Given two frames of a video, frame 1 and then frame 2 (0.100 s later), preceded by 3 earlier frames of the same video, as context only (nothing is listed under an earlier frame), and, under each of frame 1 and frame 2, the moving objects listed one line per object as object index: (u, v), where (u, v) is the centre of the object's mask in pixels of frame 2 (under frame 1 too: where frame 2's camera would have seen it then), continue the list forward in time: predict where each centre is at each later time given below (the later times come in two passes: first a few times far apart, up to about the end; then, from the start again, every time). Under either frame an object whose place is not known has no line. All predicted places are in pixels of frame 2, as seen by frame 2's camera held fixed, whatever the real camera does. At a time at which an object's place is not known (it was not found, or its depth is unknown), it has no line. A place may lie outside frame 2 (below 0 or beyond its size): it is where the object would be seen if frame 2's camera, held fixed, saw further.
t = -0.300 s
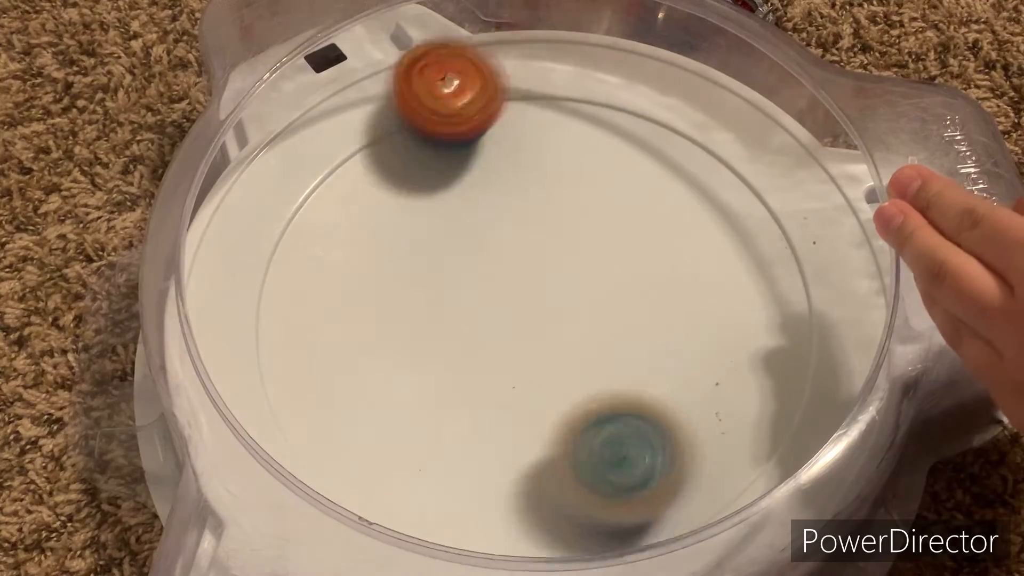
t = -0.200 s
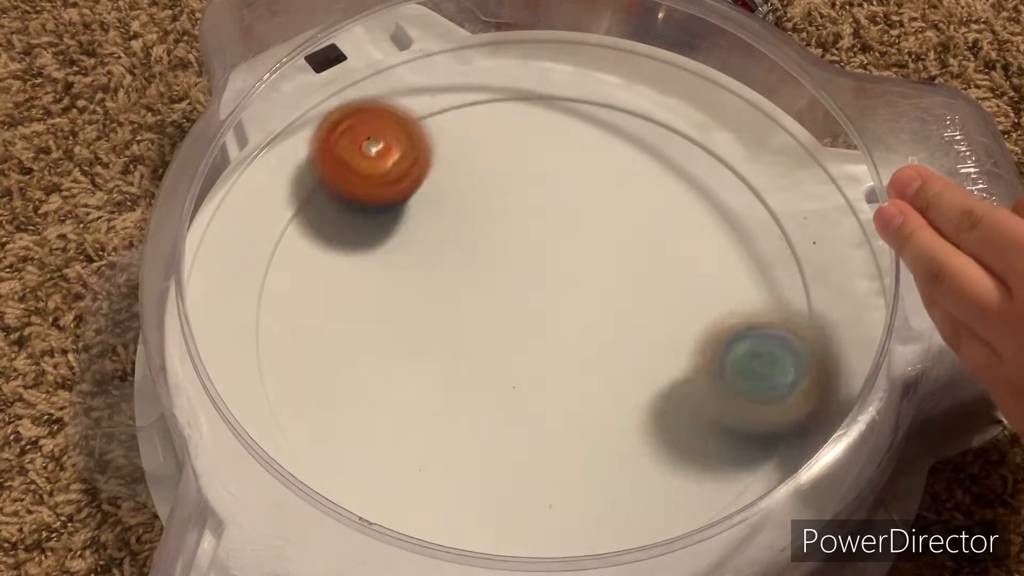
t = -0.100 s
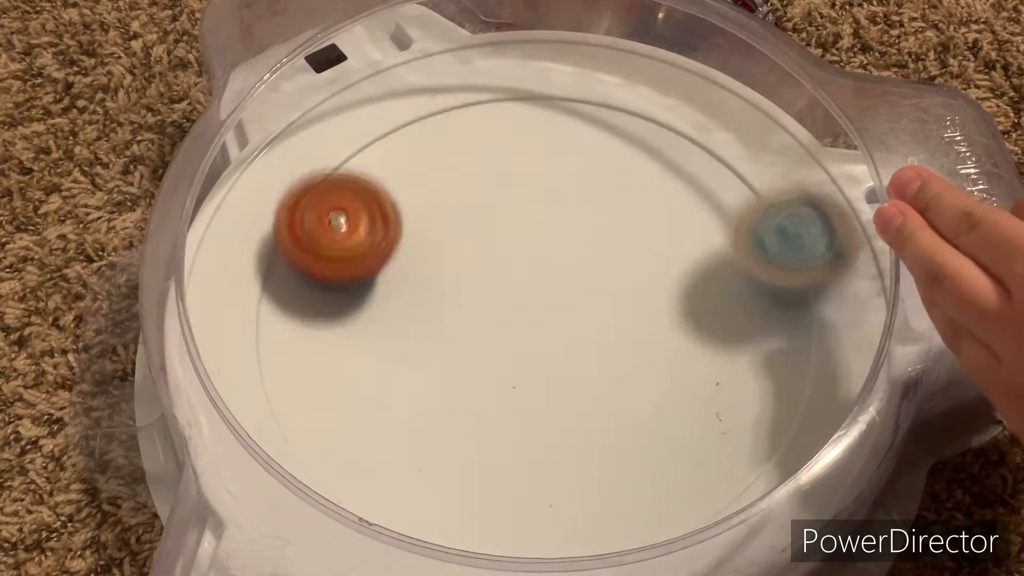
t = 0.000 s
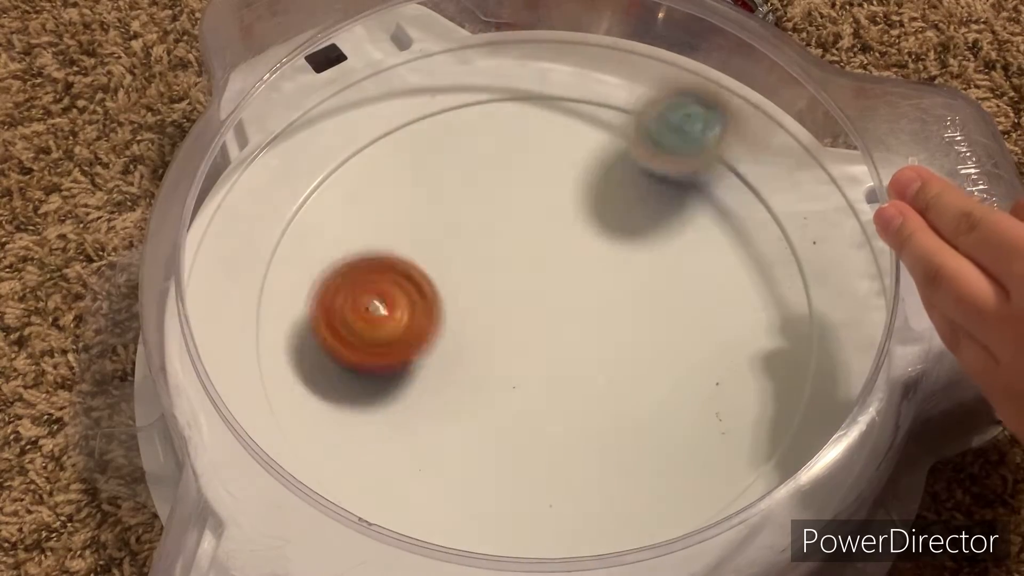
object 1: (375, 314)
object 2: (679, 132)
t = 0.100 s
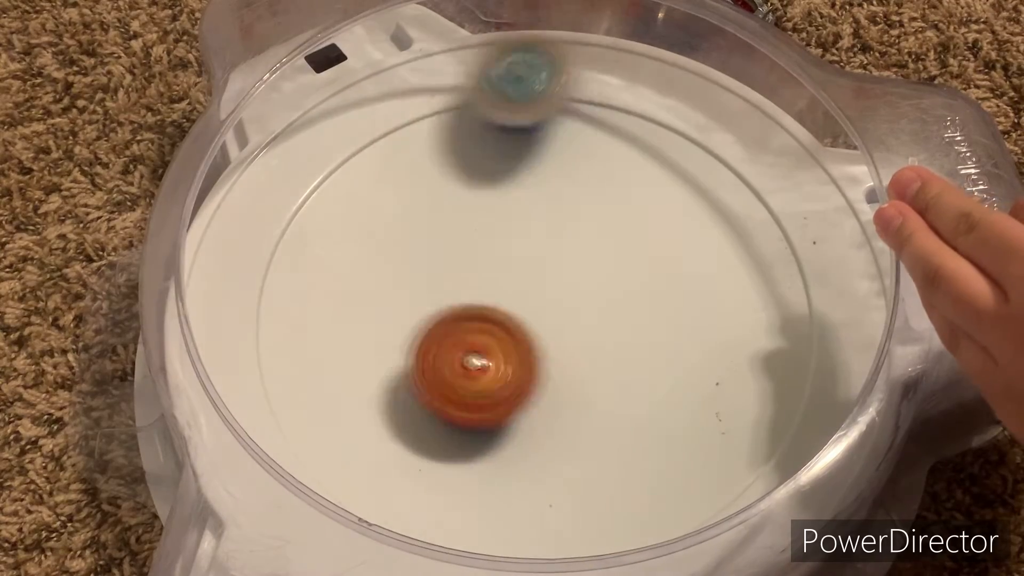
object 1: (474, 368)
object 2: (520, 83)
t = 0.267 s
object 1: (661, 326)
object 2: (278, 204)
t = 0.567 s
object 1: (642, 99)
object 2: (743, 450)
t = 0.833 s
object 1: (432, 179)
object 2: (485, 76)
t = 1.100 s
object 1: (539, 421)
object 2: (425, 502)
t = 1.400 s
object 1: (764, 198)
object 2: (821, 310)
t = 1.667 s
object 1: (520, 130)
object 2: (478, 241)
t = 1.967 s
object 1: (420, 354)
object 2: (265, 438)
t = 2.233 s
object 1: (675, 435)
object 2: (484, 538)
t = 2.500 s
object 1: (747, 239)
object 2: (659, 321)
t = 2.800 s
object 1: (536, 111)
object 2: (374, 150)
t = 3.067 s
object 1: (485, 239)
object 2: (243, 377)
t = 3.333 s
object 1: (635, 283)
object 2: (539, 501)
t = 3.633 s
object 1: (625, 88)
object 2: (656, 408)
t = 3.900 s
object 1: (449, 167)
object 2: (575, 309)
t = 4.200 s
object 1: (309, 246)
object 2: (602, 405)
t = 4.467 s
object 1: (421, 385)
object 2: (567, 350)
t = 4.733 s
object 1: (509, 387)
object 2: (593, 232)
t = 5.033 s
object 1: (569, 294)
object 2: (454, 210)
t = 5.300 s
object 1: (596, 267)
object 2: (423, 272)
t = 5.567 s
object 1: (636, 219)
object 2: (477, 352)
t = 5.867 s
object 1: (632, 170)
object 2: (566, 341)
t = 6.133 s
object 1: (588, 154)
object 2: (577, 375)
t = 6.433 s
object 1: (527, 263)
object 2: (559, 397)
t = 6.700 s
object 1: (536, 291)
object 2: (535, 482)
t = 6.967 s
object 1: (603, 209)
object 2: (467, 480)
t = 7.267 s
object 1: (530, 110)
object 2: (455, 360)
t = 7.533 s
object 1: (465, 145)
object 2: (507, 301)
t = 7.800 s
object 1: (447, 193)
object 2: (575, 377)
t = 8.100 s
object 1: (488, 284)
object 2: (643, 336)
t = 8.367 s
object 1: (491, 315)
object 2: (644, 386)
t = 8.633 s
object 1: (465, 302)
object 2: (590, 399)
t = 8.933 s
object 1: (445, 269)
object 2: (531, 366)
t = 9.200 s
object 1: (450, 194)
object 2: (518, 365)
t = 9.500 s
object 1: (474, 156)
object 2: (531, 331)
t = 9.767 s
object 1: (540, 182)
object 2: (541, 300)
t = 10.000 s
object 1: (605, 194)
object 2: (531, 366)
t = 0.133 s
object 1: (513, 373)
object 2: (462, 82)
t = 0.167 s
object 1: (555, 370)
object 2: (406, 92)
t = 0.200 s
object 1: (594, 361)
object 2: (358, 121)
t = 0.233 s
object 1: (631, 346)
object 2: (316, 162)
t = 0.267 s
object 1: (661, 326)
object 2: (278, 204)
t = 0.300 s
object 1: (687, 300)
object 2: (249, 262)
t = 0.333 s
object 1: (706, 270)
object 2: (251, 320)
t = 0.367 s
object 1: (717, 240)
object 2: (269, 373)
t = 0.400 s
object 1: (719, 212)
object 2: (312, 433)
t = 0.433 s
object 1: (715, 182)
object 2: (379, 482)
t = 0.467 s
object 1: (704, 156)
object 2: (465, 511)
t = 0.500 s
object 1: (688, 131)
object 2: (561, 516)
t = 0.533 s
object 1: (667, 113)
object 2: (663, 493)
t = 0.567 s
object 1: (642, 99)
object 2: (743, 450)
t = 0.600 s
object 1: (614, 89)
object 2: (786, 392)
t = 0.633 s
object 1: (585, 86)
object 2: (809, 308)
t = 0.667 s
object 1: (554, 87)
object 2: (797, 246)
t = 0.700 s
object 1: (524, 95)
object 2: (765, 176)
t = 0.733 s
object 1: (496, 107)
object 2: (709, 127)
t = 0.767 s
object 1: (471, 128)
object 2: (640, 92)
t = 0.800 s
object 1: (449, 152)
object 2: (564, 75)
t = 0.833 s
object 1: (432, 179)
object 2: (485, 76)
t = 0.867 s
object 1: (419, 212)
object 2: (408, 96)
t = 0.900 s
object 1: (415, 246)
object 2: (340, 133)
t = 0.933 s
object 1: (417, 282)
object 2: (285, 189)
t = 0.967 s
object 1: (428, 315)
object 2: (253, 259)
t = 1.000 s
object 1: (447, 349)
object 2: (252, 332)
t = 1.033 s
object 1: (472, 378)
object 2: (282, 394)
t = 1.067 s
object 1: (503, 403)
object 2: (342, 459)
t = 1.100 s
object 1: (539, 421)
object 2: (425, 502)
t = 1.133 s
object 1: (583, 428)
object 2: (534, 520)
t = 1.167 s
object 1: (640, 406)
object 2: (607, 510)
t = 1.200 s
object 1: (693, 380)
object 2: (678, 488)
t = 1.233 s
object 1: (735, 352)
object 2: (744, 455)
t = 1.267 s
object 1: (766, 318)
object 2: (780, 427)
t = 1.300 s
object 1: (786, 285)
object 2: (809, 401)
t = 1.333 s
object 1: (796, 252)
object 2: (825, 368)
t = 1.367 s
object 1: (791, 222)
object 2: (828, 340)
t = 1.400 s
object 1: (764, 198)
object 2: (821, 310)
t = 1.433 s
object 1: (736, 178)
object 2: (795, 282)
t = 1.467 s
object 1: (708, 156)
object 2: (760, 262)
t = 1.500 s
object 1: (677, 137)
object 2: (720, 250)
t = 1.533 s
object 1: (646, 124)
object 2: (676, 238)
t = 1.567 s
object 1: (615, 118)
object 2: (627, 235)
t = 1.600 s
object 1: (582, 119)
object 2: (574, 229)
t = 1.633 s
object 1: (550, 124)
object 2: (525, 231)
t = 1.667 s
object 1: (520, 130)
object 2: (478, 241)
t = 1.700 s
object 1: (491, 142)
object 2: (430, 254)
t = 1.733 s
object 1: (466, 159)
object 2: (382, 271)
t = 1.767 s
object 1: (443, 181)
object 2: (342, 290)
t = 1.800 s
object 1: (424, 205)
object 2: (306, 310)
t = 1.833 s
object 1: (411, 232)
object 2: (280, 333)
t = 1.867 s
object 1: (404, 262)
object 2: (265, 356)
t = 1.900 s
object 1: (403, 292)
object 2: (265, 377)
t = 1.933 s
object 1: (409, 325)
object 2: (257, 410)
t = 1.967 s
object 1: (420, 354)
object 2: (265, 438)
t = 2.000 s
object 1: (438, 382)
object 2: (279, 465)
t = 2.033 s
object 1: (463, 406)
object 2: (301, 486)
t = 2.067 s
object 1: (493, 426)
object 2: (321, 511)
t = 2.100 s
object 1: (526, 442)
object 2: (353, 521)
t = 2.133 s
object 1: (563, 450)
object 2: (381, 530)
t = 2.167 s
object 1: (601, 451)
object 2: (416, 535)
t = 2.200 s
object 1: (639, 447)
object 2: (451, 538)
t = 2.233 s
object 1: (675, 435)
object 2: (484, 538)
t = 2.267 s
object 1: (708, 419)
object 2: (517, 535)
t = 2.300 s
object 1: (735, 398)
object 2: (552, 527)
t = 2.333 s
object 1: (755, 373)
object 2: (585, 512)
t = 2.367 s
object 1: (769, 347)
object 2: (612, 488)
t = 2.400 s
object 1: (774, 318)
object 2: (636, 451)
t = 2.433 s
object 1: (772, 292)
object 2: (652, 408)
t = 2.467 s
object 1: (762, 267)
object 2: (660, 364)
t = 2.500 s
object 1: (747, 239)
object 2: (659, 321)
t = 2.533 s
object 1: (744, 206)
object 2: (632, 288)
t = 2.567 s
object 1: (733, 176)
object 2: (602, 257)
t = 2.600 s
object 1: (714, 153)
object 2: (572, 228)
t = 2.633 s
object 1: (691, 135)
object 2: (540, 203)
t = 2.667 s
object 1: (664, 121)
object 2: (507, 182)
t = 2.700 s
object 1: (634, 111)
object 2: (473, 166)
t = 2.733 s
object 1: (602, 107)
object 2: (440, 156)
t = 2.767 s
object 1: (569, 106)
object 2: (406, 151)
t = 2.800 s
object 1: (536, 111)
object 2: (374, 150)
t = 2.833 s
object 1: (504, 119)
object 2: (343, 157)
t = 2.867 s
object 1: (474, 133)
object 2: (318, 170)
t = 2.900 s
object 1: (445, 151)
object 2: (299, 190)
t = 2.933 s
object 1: (420, 171)
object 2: (291, 219)
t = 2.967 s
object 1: (399, 195)
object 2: (289, 247)
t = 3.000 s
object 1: (408, 213)
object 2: (257, 291)
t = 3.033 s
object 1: (447, 225)
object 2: (245, 330)
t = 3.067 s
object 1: (485, 239)
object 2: (243, 377)
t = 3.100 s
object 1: (517, 254)
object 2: (256, 428)
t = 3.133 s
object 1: (545, 267)
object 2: (279, 467)
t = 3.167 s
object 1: (567, 277)
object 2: (312, 494)
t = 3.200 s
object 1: (585, 284)
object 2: (361, 495)
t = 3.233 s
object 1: (600, 290)
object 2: (403, 504)
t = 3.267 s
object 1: (614, 289)
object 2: (447, 509)
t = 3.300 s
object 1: (626, 285)
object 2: (492, 511)
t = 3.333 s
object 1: (635, 283)
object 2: (539, 501)
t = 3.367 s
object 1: (644, 277)
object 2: (579, 481)
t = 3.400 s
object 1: (652, 272)
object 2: (618, 446)
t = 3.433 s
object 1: (657, 268)
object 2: (646, 412)
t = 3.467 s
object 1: (660, 261)
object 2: (665, 374)
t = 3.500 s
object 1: (664, 214)
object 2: (671, 388)
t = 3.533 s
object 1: (665, 165)
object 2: (671, 404)
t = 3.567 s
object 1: (662, 123)
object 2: (669, 411)
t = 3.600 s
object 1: (651, 95)
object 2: (663, 414)
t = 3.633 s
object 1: (625, 88)
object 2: (656, 408)
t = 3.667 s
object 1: (597, 92)
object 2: (646, 398)
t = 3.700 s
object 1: (570, 95)
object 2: (638, 385)
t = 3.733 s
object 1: (543, 100)
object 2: (629, 370)
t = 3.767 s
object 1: (520, 107)
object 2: (619, 357)
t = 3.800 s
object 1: (499, 116)
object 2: (609, 342)
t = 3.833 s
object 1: (480, 131)
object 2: (598, 329)
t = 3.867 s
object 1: (464, 147)
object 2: (589, 318)
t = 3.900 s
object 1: (449, 167)
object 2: (575, 309)
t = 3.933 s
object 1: (439, 189)
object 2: (563, 302)
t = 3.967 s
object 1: (433, 210)
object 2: (547, 298)
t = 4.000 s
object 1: (428, 233)
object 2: (535, 299)
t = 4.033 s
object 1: (394, 222)
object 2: (554, 328)
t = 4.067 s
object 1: (363, 215)
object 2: (570, 355)
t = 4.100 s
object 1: (339, 214)
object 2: (583, 375)
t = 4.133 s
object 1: (323, 219)
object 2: (593, 391)
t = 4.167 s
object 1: (313, 230)
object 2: (598, 400)
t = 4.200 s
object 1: (309, 246)
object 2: (602, 405)
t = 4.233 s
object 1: (308, 265)
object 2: (602, 406)
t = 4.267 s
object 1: (311, 286)
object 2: (602, 403)
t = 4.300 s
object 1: (319, 306)
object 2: (599, 397)
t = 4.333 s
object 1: (332, 327)
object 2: (595, 389)
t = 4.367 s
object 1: (349, 345)
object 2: (590, 380)
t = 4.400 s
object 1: (370, 363)
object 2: (583, 370)
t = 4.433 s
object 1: (394, 375)
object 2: (577, 359)
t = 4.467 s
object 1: (421, 385)
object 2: (567, 350)
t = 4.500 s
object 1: (436, 393)
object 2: (573, 336)
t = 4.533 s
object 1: (435, 401)
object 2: (595, 315)
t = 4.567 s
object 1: (443, 405)
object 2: (607, 298)
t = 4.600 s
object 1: (454, 406)
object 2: (612, 282)
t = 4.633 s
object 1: (468, 405)
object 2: (613, 267)
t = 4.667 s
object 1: (482, 401)
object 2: (609, 255)
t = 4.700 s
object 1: (496, 395)
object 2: (602, 243)
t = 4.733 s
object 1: (509, 387)
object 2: (593, 232)
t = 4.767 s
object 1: (520, 378)
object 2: (582, 223)
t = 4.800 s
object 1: (531, 368)
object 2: (567, 213)
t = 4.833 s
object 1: (540, 357)
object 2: (554, 206)
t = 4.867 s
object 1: (547, 345)
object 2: (538, 201)
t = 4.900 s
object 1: (553, 334)
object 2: (522, 199)
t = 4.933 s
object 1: (558, 321)
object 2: (506, 200)
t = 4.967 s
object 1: (560, 308)
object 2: (489, 204)
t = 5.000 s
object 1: (561, 296)
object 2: (474, 209)
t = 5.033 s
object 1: (569, 294)
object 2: (454, 210)
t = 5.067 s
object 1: (578, 294)
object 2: (436, 209)
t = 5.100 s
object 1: (583, 295)
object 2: (424, 212)
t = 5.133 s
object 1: (587, 291)
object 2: (416, 220)
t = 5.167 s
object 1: (591, 287)
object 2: (411, 228)
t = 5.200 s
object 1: (593, 285)
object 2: (412, 239)
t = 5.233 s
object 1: (595, 279)
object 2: (414, 250)
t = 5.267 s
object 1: (596, 273)
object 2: (417, 261)
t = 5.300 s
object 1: (596, 267)
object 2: (423, 272)
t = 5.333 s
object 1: (595, 264)
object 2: (431, 284)
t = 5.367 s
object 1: (593, 260)
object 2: (440, 295)
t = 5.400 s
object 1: (590, 256)
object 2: (450, 304)
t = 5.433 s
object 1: (587, 255)
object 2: (465, 313)
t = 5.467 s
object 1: (584, 252)
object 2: (480, 320)
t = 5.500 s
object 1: (594, 243)
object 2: (481, 332)
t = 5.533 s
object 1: (617, 230)
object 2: (477, 343)
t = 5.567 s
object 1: (636, 219)
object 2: (477, 352)
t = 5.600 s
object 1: (646, 209)
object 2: (481, 357)
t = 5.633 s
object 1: (652, 201)
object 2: (488, 361)
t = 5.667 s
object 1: (655, 193)
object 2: (497, 360)
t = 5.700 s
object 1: (655, 185)
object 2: (508, 360)
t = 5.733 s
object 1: (653, 179)
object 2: (520, 358)
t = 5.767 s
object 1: (649, 173)
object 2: (533, 356)
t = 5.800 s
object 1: (645, 170)
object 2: (544, 353)
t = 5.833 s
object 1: (639, 168)
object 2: (554, 348)
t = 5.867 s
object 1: (632, 170)
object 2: (566, 341)
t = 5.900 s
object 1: (625, 173)
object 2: (575, 335)
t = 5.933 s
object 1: (616, 177)
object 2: (583, 329)
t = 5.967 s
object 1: (608, 185)
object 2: (589, 320)
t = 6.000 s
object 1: (601, 193)
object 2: (593, 309)
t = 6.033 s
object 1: (597, 190)
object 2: (591, 313)
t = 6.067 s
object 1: (596, 169)
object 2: (585, 341)
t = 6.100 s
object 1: (594, 157)
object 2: (580, 359)
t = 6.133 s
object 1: (588, 154)
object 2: (577, 375)
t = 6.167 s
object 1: (580, 158)
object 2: (573, 386)
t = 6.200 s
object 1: (570, 165)
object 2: (570, 394)
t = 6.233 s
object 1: (560, 173)
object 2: (567, 398)
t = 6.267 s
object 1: (550, 184)
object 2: (566, 399)
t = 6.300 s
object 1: (542, 198)
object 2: (565, 400)
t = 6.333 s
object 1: (535, 213)
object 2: (564, 399)
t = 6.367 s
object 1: (530, 230)
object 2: (563, 399)
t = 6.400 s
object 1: (527, 246)
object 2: (562, 398)
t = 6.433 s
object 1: (527, 263)
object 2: (559, 397)
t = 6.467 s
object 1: (527, 280)
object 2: (555, 396)
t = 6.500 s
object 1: (529, 277)
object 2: (548, 418)
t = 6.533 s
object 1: (531, 270)
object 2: (542, 442)
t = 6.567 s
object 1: (532, 267)
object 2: (539, 461)
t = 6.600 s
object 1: (534, 269)
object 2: (536, 474)
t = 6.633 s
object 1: (535, 273)
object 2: (535, 482)
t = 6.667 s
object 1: (536, 282)
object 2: (534, 484)
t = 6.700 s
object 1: (536, 291)
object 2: (535, 482)
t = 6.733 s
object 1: (538, 300)
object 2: (535, 477)
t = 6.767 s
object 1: (539, 309)
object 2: (535, 470)
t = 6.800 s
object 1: (543, 317)
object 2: (534, 462)
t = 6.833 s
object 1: (548, 324)
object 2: (531, 449)
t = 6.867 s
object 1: (561, 308)
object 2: (520, 457)
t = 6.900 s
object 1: (579, 274)
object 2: (499, 471)
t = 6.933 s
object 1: (594, 238)
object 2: (481, 478)
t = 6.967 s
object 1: (603, 209)
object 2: (467, 480)
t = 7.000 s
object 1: (607, 185)
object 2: (456, 476)
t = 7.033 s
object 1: (604, 167)
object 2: (449, 469)
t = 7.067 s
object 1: (597, 154)
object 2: (444, 458)
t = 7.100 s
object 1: (588, 141)
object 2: (442, 445)
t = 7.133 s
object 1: (577, 129)
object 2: (441, 431)
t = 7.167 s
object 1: (566, 121)
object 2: (442, 414)
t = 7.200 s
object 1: (554, 114)
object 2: (445, 396)
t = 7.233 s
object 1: (542, 111)
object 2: (449, 379)
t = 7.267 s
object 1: (530, 110)
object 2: (455, 360)
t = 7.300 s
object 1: (520, 111)
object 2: (461, 342)
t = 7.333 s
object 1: (508, 116)
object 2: (467, 326)
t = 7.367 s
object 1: (499, 123)
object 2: (473, 310)
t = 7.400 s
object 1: (490, 133)
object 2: (479, 297)
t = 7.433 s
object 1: (482, 144)
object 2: (484, 284)
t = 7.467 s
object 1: (475, 156)
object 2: (490, 272)
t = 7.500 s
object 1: (470, 160)
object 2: (496, 275)
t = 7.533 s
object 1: (465, 145)
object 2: (507, 301)
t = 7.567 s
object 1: (463, 140)
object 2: (517, 323)
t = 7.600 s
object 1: (459, 141)
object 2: (529, 342)
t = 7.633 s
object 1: (454, 144)
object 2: (538, 358)
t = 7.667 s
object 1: (449, 152)
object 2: (547, 369)
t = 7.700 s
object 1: (446, 160)
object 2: (555, 377)
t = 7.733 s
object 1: (444, 169)
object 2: (563, 381)
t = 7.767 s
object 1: (445, 180)
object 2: (570, 380)
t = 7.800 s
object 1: (447, 193)
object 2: (575, 377)
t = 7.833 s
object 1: (450, 206)
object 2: (585, 370)
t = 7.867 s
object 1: (456, 220)
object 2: (594, 361)
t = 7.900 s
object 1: (463, 234)
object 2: (602, 352)
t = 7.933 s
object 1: (472, 248)
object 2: (607, 342)
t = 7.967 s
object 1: (483, 262)
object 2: (612, 333)
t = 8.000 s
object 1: (493, 275)
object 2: (614, 325)
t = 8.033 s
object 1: (492, 279)
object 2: (625, 325)
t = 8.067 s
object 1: (488, 279)
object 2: (637, 329)
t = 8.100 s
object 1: (488, 284)
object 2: (643, 336)
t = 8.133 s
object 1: (492, 291)
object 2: (646, 342)
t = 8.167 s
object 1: (495, 299)
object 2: (647, 347)
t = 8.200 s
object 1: (500, 307)
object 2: (646, 352)
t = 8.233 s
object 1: (507, 315)
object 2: (642, 356)
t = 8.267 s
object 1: (512, 322)
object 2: (638, 362)
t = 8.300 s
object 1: (502, 319)
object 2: (646, 371)
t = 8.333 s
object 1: (496, 316)
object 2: (646, 381)
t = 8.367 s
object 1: (491, 315)
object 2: (644, 386)
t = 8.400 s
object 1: (489, 317)
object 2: (639, 389)
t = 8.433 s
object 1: (486, 318)
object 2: (633, 390)
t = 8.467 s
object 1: (485, 320)
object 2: (623, 390)
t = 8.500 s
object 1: (484, 321)
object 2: (612, 390)
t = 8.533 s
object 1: (484, 322)
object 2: (601, 388)
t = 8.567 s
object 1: (478, 315)
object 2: (597, 391)
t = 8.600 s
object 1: (470, 307)
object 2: (597, 395)
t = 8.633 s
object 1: (465, 302)
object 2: (590, 399)
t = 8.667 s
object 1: (460, 299)
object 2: (583, 401)
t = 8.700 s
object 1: (456, 295)
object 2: (577, 398)
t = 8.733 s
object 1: (452, 292)
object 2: (568, 394)
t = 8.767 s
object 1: (449, 289)
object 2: (559, 390)
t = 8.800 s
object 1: (447, 287)
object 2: (551, 384)
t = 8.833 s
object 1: (447, 285)
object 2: (545, 378)
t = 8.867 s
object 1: (447, 283)
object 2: (535, 369)
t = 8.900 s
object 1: (447, 277)
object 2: (530, 366)
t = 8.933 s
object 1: (445, 269)
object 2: (531, 366)
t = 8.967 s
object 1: (445, 264)
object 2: (531, 363)
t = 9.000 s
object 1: (446, 260)
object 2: (526, 360)
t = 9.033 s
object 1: (447, 256)
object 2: (524, 356)
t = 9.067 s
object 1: (450, 251)
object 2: (520, 348)
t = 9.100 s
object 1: (451, 238)
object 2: (518, 352)
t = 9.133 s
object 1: (449, 217)
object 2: (519, 362)
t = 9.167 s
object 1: (450, 204)
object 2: (518, 364)
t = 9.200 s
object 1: (450, 194)
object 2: (518, 365)
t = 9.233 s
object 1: (450, 185)
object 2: (520, 366)
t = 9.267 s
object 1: (450, 176)
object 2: (521, 366)
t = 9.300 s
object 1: (452, 169)
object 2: (522, 364)
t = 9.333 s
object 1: (454, 163)
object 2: (525, 360)
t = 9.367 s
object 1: (456, 159)
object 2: (526, 355)
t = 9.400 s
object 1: (460, 157)
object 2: (526, 349)
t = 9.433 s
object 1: (464, 155)
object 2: (530, 344)
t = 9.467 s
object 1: (469, 154)
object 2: (530, 337)
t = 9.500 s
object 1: (474, 156)
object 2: (531, 331)
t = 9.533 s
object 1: (480, 158)
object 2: (533, 323)
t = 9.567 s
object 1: (487, 163)
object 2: (534, 316)
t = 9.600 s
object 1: (495, 167)
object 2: (535, 308)
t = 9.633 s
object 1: (503, 174)
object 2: (538, 302)
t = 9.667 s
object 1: (512, 181)
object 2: (537, 294)
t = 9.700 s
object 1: (522, 181)
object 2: (537, 295)
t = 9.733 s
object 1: (531, 180)
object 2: (540, 299)
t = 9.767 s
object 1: (540, 182)
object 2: (541, 300)
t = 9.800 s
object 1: (548, 186)
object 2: (543, 300)
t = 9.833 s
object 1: (557, 190)
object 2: (547, 300)
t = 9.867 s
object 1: (566, 190)
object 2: (542, 309)
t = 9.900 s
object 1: (581, 183)
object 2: (537, 331)
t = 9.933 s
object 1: (591, 183)
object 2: (536, 345)
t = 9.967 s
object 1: (599, 188)
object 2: (534, 356)
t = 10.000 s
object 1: (605, 194)
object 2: (531, 366)
